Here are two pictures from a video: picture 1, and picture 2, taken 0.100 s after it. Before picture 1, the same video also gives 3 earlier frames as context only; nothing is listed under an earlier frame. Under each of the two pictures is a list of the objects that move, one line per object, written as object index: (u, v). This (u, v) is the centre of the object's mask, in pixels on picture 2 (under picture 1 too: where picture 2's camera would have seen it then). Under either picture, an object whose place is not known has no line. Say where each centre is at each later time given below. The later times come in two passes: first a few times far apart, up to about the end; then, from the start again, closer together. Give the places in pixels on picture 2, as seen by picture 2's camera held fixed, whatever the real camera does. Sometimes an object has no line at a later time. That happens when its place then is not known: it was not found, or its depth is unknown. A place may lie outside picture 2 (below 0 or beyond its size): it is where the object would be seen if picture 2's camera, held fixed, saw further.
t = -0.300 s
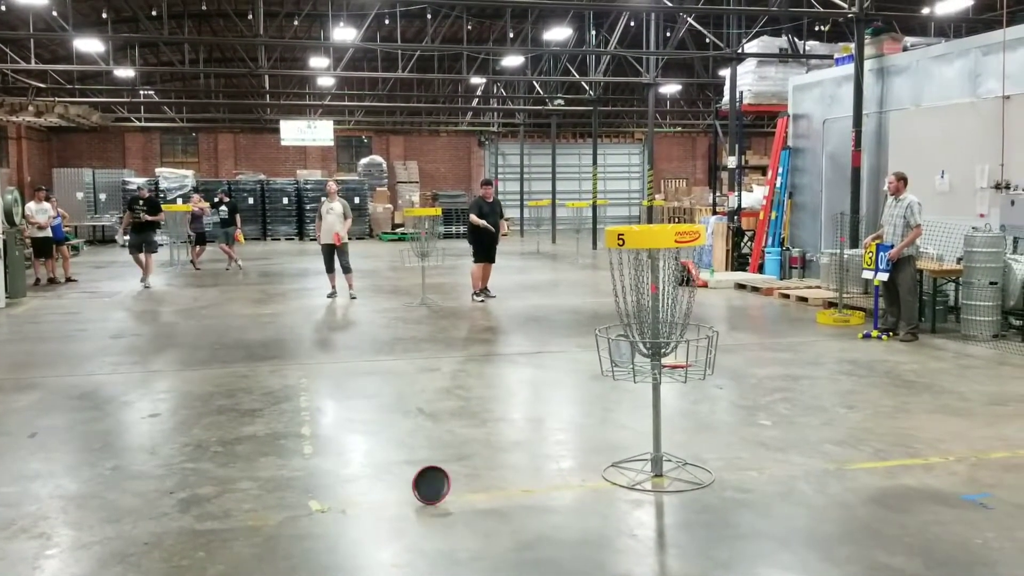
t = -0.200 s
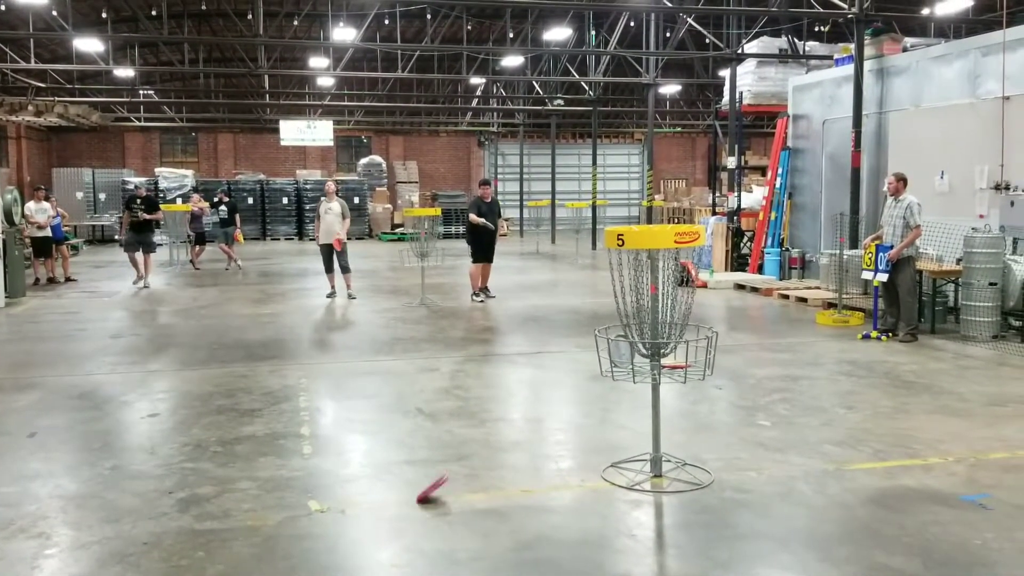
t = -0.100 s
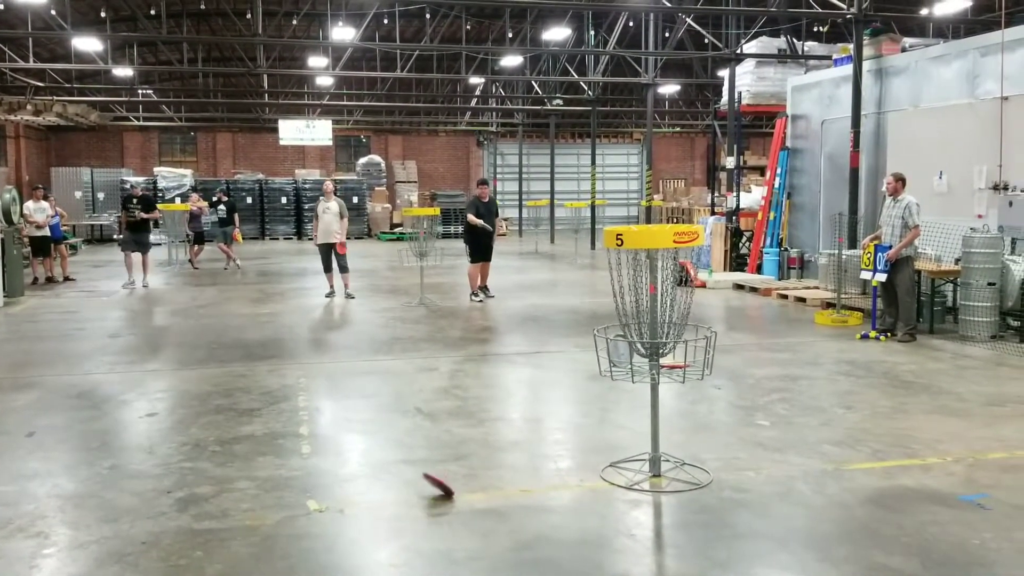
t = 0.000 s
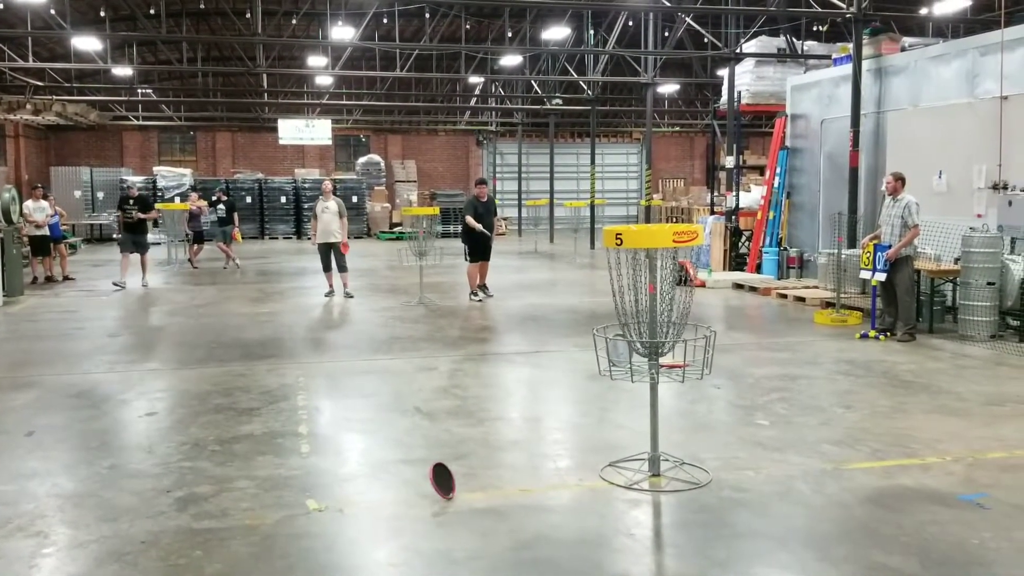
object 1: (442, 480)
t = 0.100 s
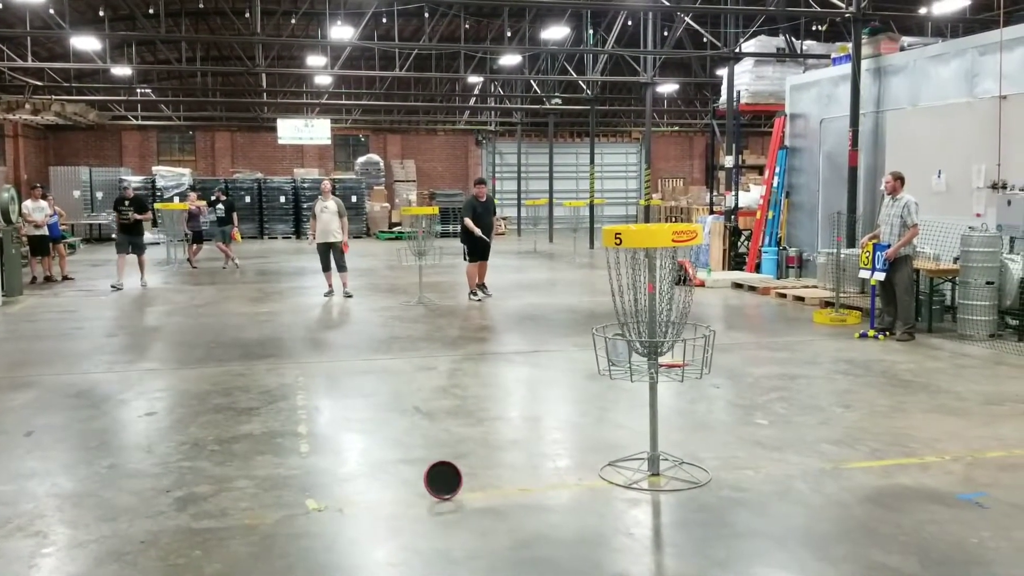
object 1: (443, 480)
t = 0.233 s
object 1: (444, 481)
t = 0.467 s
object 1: (457, 482)
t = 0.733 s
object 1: (456, 485)
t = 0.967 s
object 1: (466, 483)
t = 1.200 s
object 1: (468, 485)
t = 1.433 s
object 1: (471, 484)
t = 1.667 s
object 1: (478, 488)
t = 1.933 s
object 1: (476, 488)
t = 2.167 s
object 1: (479, 488)
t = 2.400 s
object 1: (484, 488)
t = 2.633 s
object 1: (485, 488)
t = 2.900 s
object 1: (486, 489)
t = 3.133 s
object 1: (485, 494)
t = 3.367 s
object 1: (486, 491)
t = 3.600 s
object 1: (488, 490)
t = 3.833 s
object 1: (489, 491)
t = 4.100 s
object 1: (491, 490)
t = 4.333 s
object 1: (491, 490)
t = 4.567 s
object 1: (491, 491)
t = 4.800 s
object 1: (490, 492)
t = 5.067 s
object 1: (490, 492)
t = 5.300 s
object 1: (491, 492)
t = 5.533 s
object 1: (490, 492)
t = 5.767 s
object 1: (491, 492)
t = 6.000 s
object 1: (491, 492)
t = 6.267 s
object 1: (491, 492)
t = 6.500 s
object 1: (491, 492)
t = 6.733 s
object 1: (491, 493)
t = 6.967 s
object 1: (492, 492)
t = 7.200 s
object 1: (492, 493)
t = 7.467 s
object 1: (492, 493)
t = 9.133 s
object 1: (491, 490)
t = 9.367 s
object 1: (491, 491)
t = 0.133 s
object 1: (443, 480)
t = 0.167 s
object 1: (443, 480)
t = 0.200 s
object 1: (443, 480)
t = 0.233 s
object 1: (444, 481)
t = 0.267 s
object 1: (444, 483)
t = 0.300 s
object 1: (444, 488)
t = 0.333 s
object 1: (448, 484)
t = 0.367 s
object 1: (451, 484)
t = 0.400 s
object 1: (456, 485)
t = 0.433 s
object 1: (456, 483)
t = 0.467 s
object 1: (457, 482)
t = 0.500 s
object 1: (456, 481)
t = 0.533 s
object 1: (456, 481)
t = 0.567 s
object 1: (456, 480)
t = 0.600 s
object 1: (455, 481)
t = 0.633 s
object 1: (455, 480)
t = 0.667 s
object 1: (455, 481)
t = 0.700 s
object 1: (456, 482)
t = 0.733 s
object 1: (456, 485)
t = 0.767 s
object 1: (457, 488)
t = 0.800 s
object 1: (461, 484)
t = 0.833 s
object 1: (465, 485)
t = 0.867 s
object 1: (466, 485)
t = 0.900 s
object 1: (466, 484)
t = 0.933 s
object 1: (466, 483)
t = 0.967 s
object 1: (466, 483)
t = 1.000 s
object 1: (465, 482)
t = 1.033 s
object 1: (465, 482)
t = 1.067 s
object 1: (464, 482)
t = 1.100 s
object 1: (464, 482)
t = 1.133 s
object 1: (465, 483)
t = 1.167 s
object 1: (465, 485)
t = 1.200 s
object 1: (468, 485)
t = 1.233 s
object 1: (471, 486)
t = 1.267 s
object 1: (473, 486)
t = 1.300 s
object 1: (473, 486)
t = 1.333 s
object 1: (473, 485)
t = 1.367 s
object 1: (473, 485)
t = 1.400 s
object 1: (472, 484)
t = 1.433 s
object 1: (471, 484)
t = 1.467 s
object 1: (471, 484)
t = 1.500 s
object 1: (471, 485)
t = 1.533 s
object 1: (471, 486)
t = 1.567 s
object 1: (469, 491)
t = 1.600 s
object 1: (474, 487)
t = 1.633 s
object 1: (477, 488)
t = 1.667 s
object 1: (478, 488)
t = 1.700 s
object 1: (478, 487)
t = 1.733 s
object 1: (477, 486)
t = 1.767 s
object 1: (477, 486)
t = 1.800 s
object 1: (476, 486)
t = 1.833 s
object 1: (475, 486)
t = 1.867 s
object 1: (475, 487)
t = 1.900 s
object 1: (475, 488)
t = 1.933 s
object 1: (476, 488)
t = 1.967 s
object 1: (479, 488)
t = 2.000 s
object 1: (482, 489)
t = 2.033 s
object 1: (481, 488)
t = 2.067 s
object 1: (481, 488)
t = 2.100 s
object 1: (480, 487)
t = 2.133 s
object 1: (479, 487)
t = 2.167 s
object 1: (479, 488)
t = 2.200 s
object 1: (479, 489)
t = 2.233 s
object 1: (478, 490)
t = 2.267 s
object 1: (479, 493)
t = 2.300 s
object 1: (483, 494)
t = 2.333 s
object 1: (484, 489)
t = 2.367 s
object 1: (484, 489)
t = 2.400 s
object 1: (484, 488)
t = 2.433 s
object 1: (483, 488)
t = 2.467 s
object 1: (482, 489)
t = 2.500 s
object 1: (482, 490)
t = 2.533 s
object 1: (481, 489)
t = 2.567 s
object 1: (483, 489)
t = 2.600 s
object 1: (484, 489)
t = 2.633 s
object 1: (485, 488)
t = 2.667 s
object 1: (486, 489)
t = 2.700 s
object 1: (485, 488)
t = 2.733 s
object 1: (485, 489)
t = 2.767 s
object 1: (484, 489)
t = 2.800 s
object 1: (484, 490)
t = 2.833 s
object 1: (483, 490)
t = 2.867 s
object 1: (485, 490)
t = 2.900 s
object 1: (486, 489)
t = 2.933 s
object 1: (487, 489)
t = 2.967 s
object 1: (487, 489)
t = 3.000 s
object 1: (487, 489)
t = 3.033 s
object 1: (486, 489)
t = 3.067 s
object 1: (485, 490)
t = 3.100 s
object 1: (485, 492)
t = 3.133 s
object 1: (485, 494)
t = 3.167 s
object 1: (488, 489)
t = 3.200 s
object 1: (488, 489)
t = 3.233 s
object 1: (488, 489)
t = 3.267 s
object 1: (488, 489)
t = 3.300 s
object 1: (487, 490)
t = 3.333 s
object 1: (487, 491)
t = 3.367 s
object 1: (486, 491)
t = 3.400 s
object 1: (488, 490)
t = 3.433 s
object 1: (489, 490)
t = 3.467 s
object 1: (489, 489)
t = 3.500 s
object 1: (488, 489)
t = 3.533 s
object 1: (488, 490)
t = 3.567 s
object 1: (489, 491)
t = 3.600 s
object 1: (488, 490)
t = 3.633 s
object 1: (489, 490)
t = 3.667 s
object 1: (490, 490)
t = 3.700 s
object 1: (490, 489)
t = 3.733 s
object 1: (489, 490)
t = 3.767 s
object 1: (489, 490)
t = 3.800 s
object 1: (489, 491)
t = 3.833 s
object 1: (489, 491)
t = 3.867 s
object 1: (491, 491)
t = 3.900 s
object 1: (491, 490)
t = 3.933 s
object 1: (490, 490)
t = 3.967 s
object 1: (490, 490)
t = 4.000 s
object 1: (490, 491)
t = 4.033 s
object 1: (490, 491)
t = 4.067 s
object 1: (491, 491)
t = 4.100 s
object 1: (491, 490)
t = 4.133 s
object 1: (491, 490)
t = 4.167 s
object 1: (491, 490)
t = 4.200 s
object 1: (491, 491)
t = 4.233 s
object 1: (490, 491)
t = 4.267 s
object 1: (491, 490)
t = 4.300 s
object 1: (491, 491)
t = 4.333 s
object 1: (491, 490)
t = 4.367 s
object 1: (491, 491)
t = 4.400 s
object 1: (491, 492)
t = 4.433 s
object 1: (491, 492)
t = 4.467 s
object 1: (492, 490)
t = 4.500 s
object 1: (491, 491)
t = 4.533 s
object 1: (491, 491)
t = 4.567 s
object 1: (491, 491)
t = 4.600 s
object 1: (491, 492)
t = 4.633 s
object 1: (490, 491)
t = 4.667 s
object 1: (491, 491)
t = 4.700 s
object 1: (491, 491)
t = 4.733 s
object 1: (491, 492)
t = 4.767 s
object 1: (491, 492)
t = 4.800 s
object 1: (490, 492)
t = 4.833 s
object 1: (491, 491)
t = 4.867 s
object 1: (492, 491)
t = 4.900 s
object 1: (491, 492)
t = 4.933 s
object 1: (490, 492)
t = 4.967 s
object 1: (490, 492)
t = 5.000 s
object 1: (491, 491)
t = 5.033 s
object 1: (491, 492)
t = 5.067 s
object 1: (490, 492)
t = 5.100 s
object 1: (490, 492)
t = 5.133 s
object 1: (491, 492)
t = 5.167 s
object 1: (491, 492)
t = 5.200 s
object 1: (490, 492)
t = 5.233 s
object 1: (490, 492)
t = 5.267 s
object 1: (491, 492)
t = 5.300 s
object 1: (491, 492)
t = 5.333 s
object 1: (490, 492)
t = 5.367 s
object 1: (490, 492)
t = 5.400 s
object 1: (490, 492)
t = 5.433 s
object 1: (490, 492)
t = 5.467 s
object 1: (490, 492)
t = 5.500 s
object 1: (490, 492)
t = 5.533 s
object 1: (490, 492)
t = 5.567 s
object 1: (491, 492)
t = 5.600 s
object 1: (491, 492)
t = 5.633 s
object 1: (491, 492)
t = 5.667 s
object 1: (491, 492)
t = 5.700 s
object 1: (491, 492)
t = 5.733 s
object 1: (490, 492)
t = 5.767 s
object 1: (491, 492)
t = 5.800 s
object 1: (491, 492)
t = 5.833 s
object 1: (491, 492)
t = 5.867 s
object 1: (491, 492)
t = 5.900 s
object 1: (490, 492)
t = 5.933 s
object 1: (490, 492)
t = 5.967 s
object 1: (490, 492)
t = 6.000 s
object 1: (491, 492)
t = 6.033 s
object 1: (491, 492)
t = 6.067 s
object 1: (491, 492)
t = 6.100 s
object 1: (491, 492)
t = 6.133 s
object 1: (491, 492)
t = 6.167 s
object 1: (491, 492)
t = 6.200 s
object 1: (491, 492)
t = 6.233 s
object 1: (491, 492)
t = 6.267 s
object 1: (491, 492)
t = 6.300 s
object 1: (491, 492)
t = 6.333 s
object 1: (491, 492)
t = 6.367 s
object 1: (491, 492)
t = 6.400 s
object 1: (491, 492)
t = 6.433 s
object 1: (491, 492)
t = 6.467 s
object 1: (491, 492)
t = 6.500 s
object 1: (491, 492)
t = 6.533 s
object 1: (491, 492)
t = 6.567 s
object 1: (491, 492)
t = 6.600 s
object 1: (491, 493)
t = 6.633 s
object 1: (490, 493)
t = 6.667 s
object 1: (491, 493)
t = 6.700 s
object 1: (491, 493)
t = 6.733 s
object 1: (491, 493)
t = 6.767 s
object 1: (491, 493)
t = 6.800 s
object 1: (491, 493)
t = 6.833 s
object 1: (492, 493)
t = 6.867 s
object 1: (492, 493)
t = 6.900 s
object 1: (492, 492)
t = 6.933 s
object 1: (492, 492)
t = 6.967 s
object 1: (492, 492)
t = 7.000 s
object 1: (492, 492)
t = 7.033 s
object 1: (492, 492)
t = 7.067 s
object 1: (492, 492)
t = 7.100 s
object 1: (492, 492)
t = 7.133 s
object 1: (492, 492)
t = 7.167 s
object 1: (492, 493)
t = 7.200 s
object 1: (492, 493)
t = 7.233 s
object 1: (492, 493)
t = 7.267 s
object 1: (492, 493)
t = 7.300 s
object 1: (492, 493)
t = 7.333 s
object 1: (492, 493)
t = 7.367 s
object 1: (492, 493)
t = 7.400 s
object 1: (492, 493)
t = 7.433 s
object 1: (492, 493)
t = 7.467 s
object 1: (492, 493)
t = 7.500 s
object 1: (492, 493)
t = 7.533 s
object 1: (492, 493)
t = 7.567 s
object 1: (492, 493)
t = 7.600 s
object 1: (493, 493)
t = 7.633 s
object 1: (493, 492)
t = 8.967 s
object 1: (492, 491)
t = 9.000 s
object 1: (492, 491)
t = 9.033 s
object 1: (492, 491)
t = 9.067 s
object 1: (491, 491)
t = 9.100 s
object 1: (491, 491)
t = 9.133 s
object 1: (491, 490)
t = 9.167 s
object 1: (491, 490)
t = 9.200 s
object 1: (492, 490)
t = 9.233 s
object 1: (491, 490)
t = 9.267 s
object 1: (491, 490)
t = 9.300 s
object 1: (491, 491)
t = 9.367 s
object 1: (491, 491)
